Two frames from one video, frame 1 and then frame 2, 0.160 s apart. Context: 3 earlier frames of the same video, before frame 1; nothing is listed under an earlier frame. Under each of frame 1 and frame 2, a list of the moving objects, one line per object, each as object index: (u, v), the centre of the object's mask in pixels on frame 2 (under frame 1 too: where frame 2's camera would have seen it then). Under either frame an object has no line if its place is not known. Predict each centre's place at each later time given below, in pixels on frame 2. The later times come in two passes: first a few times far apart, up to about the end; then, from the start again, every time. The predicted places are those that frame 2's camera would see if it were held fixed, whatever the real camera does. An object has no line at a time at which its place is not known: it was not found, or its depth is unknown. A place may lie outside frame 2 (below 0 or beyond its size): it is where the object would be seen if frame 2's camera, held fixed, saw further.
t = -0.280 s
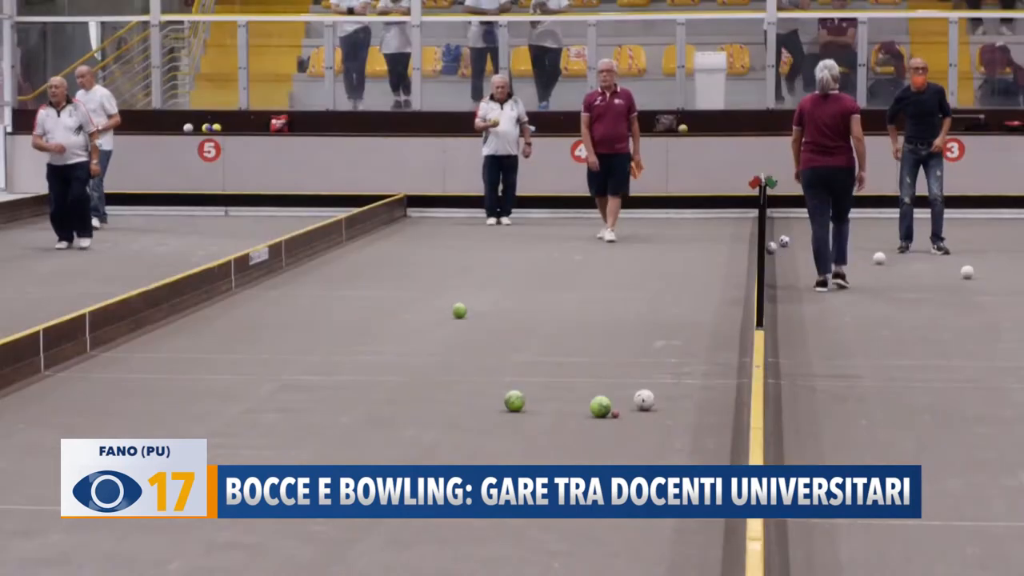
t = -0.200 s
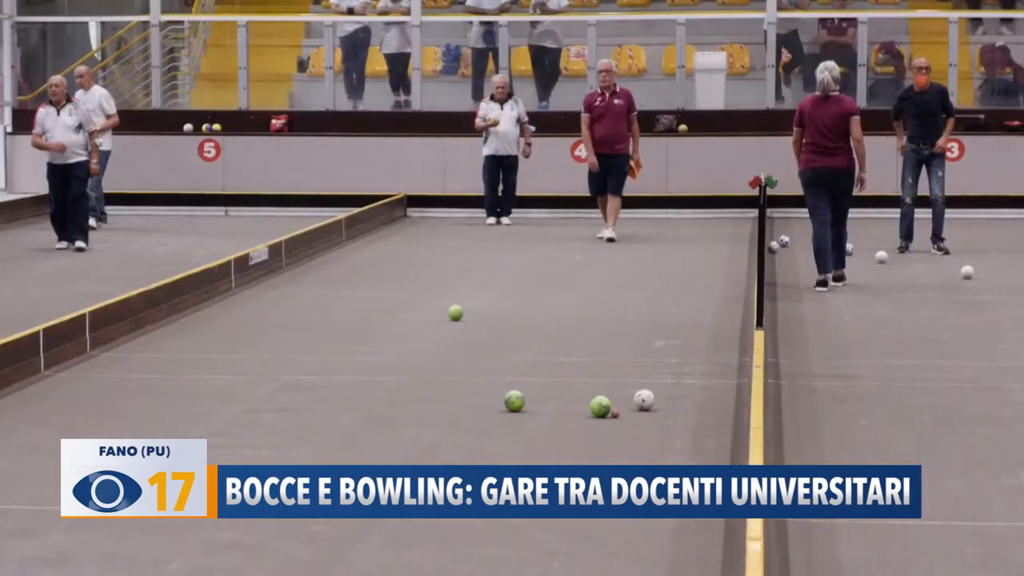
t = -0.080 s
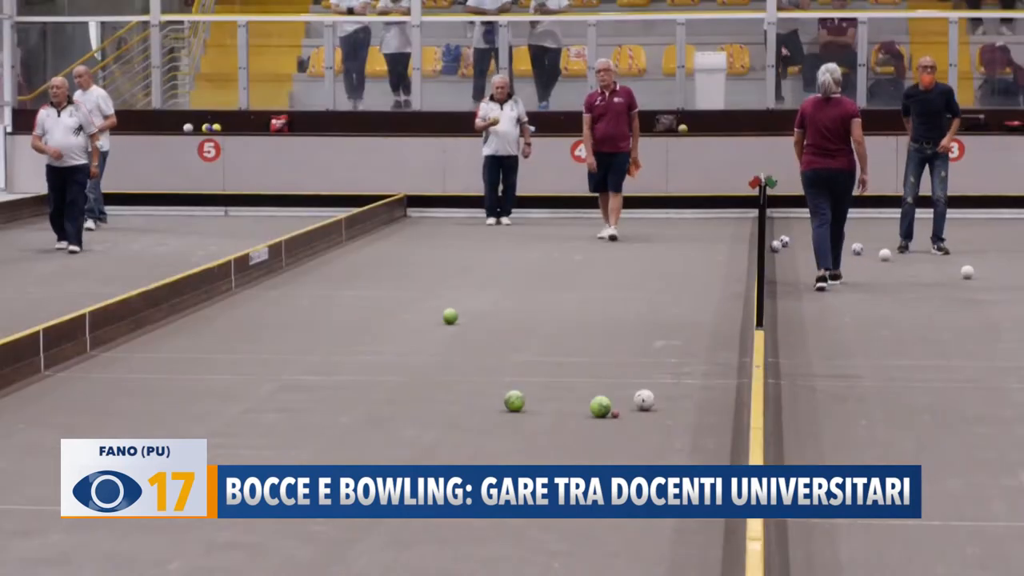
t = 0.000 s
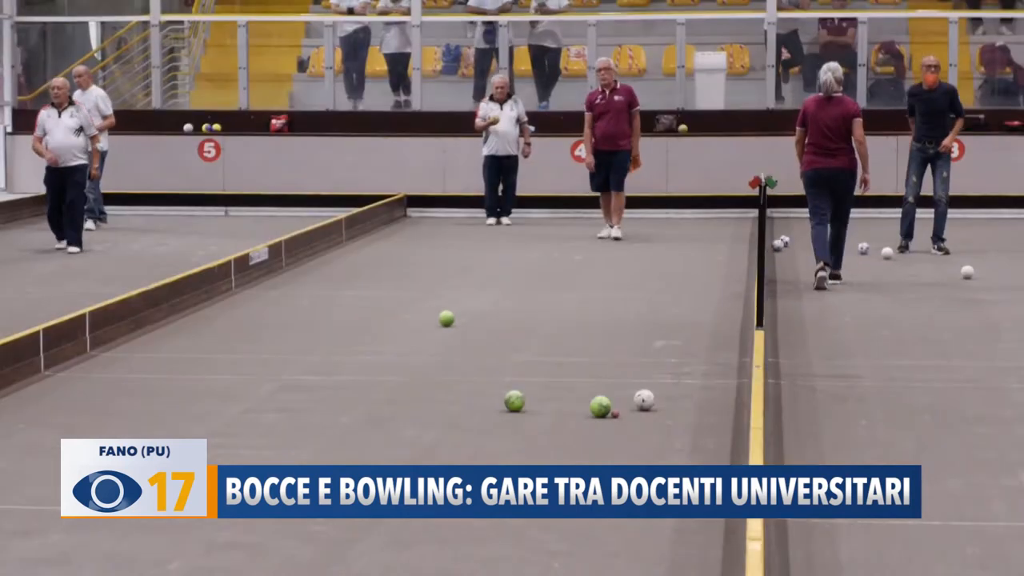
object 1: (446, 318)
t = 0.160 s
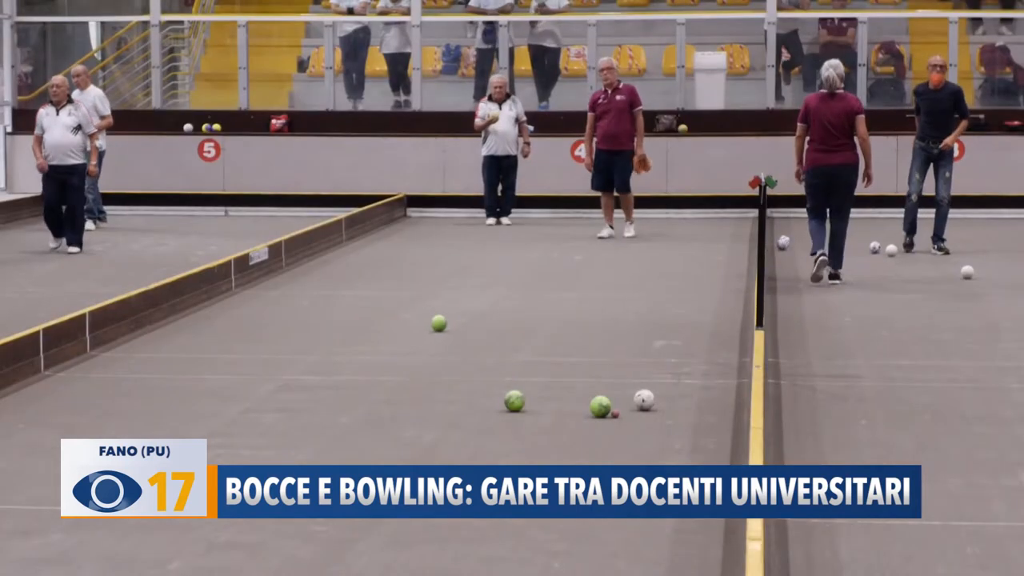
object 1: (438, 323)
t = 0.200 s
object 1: (437, 325)
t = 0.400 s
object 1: (427, 331)
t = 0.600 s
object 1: (417, 337)
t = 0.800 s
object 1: (406, 344)
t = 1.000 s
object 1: (395, 350)
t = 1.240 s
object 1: (381, 359)
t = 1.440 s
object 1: (369, 366)
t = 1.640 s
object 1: (357, 373)
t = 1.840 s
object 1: (344, 381)
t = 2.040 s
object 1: (330, 389)
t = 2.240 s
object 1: (317, 397)
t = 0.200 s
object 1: (437, 325)
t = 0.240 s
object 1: (435, 326)
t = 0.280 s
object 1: (432, 327)
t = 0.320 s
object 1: (430, 328)
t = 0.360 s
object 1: (429, 329)
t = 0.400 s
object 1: (427, 331)
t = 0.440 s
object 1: (425, 332)
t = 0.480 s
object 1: (423, 333)
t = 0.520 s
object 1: (421, 334)
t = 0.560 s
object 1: (419, 336)
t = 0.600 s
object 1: (417, 337)
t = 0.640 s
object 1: (415, 338)
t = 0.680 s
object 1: (412, 340)
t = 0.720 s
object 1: (411, 341)
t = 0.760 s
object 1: (408, 342)
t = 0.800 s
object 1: (406, 344)
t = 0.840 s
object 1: (404, 345)
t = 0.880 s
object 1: (402, 347)
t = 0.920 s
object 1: (400, 347)
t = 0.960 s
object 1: (398, 349)
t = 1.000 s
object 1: (395, 350)
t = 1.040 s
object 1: (393, 352)
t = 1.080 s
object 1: (391, 353)
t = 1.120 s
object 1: (388, 354)
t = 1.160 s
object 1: (386, 356)
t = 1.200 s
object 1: (384, 357)
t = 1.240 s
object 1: (381, 359)
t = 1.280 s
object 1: (379, 360)
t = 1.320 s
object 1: (377, 361)
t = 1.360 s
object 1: (374, 363)
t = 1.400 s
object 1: (372, 364)
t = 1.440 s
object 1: (369, 366)
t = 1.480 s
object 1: (367, 367)
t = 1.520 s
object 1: (364, 369)
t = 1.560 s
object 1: (362, 370)
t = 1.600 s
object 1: (360, 372)
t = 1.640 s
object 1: (357, 373)
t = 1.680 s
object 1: (354, 375)
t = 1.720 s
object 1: (352, 376)
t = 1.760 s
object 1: (350, 378)
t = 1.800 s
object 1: (347, 379)
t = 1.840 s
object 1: (344, 381)
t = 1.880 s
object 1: (341, 383)
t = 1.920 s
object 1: (339, 384)
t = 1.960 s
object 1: (336, 386)
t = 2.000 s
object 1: (333, 387)
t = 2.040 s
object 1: (330, 389)
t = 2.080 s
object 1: (327, 390)
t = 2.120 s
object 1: (325, 392)
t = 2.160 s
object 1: (322, 394)
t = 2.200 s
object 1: (319, 395)
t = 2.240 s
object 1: (317, 397)
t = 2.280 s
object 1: (313, 398)
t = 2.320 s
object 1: (311, 400)
